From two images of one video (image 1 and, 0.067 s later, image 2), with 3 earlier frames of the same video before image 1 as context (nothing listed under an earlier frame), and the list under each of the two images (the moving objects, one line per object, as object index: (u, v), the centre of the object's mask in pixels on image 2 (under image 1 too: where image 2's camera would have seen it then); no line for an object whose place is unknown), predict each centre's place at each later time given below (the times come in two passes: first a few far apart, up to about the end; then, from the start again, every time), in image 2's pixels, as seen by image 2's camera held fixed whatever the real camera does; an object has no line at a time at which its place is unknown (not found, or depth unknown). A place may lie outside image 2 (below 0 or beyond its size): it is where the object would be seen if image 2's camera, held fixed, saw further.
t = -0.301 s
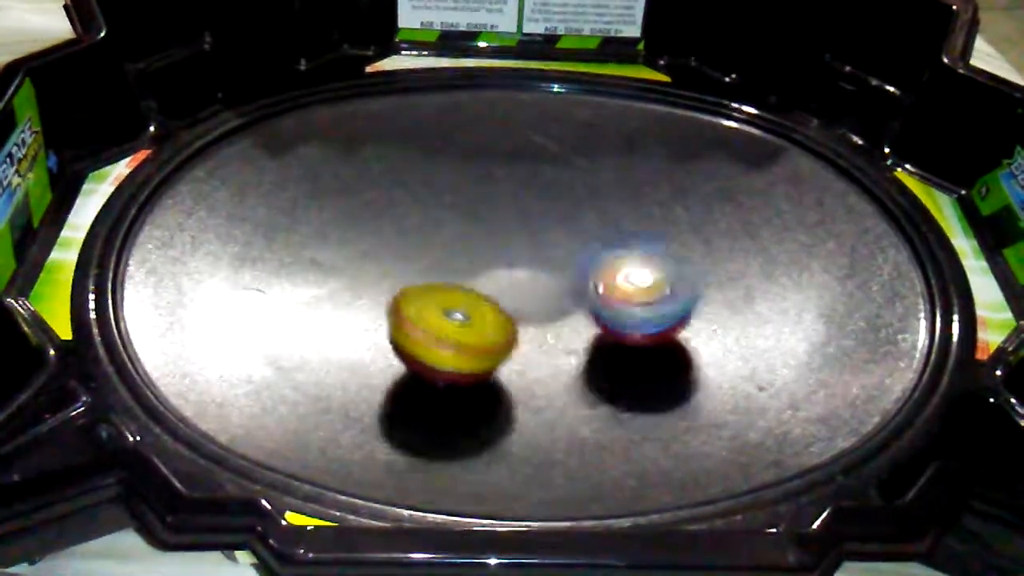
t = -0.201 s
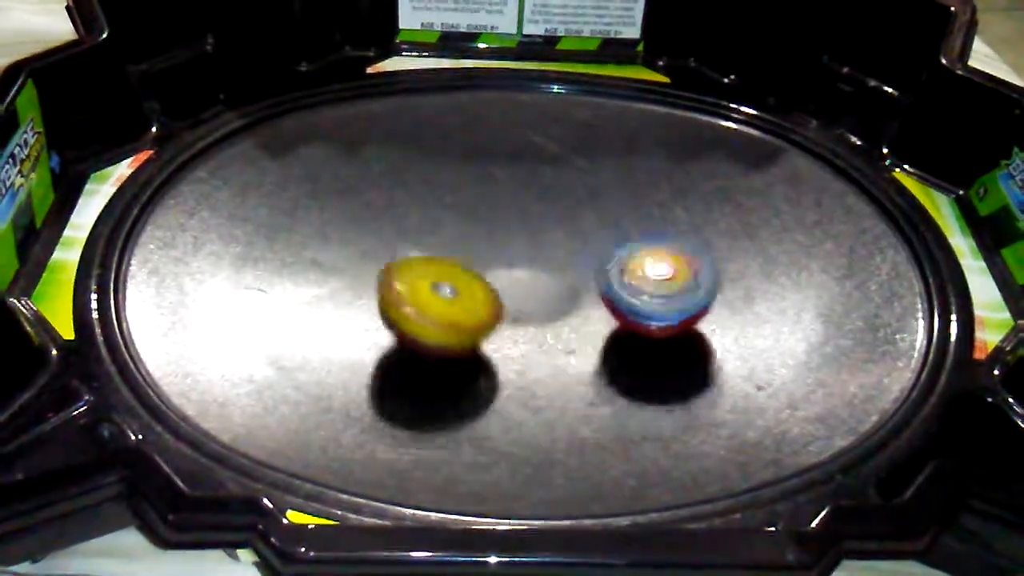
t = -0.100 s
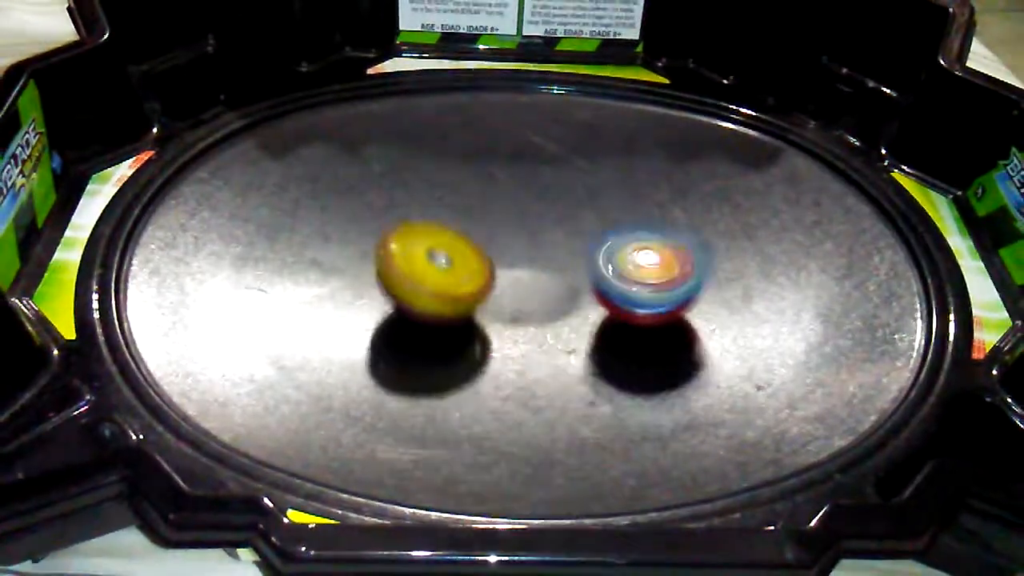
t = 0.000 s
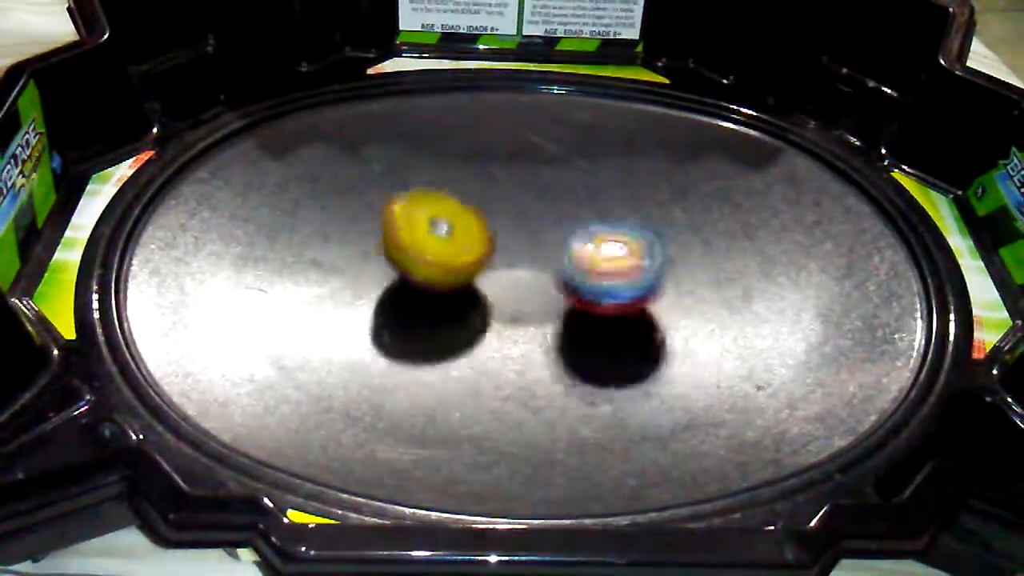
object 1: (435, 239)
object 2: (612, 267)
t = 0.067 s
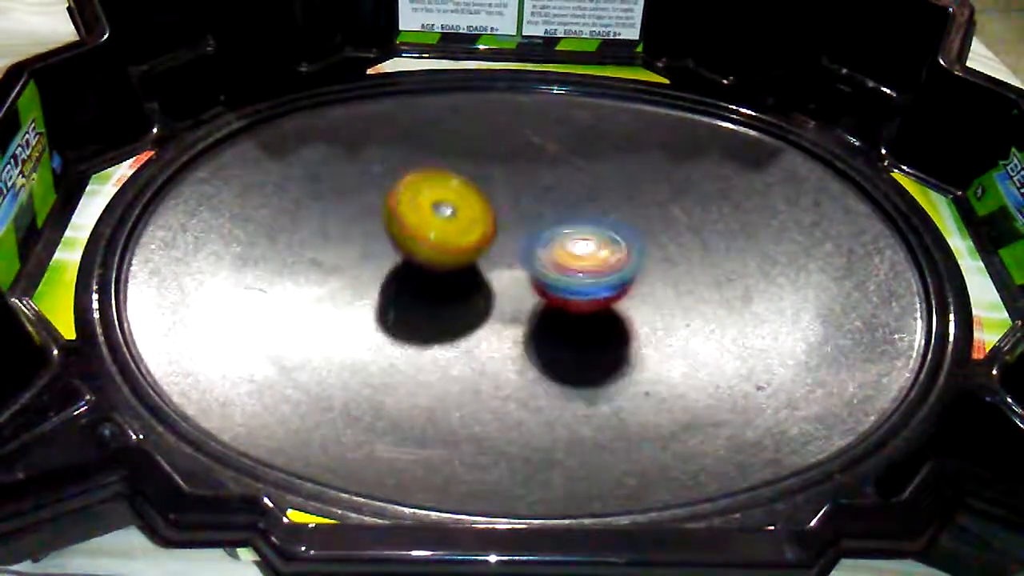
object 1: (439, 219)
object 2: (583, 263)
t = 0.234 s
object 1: (457, 189)
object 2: (512, 270)
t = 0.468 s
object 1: (497, 188)
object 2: (443, 299)
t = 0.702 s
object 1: (555, 249)
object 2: (416, 316)
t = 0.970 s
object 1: (625, 341)
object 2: (458, 281)
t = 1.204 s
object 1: (610, 359)
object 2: (489, 233)
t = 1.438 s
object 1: (543, 324)
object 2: (490, 210)
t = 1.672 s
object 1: (467, 267)
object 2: (500, 181)
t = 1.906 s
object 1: (406, 238)
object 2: (562, 175)
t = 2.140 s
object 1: (414, 227)
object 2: (592, 258)
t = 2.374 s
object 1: (451, 250)
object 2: (599, 333)
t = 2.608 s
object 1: (477, 272)
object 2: (559, 371)
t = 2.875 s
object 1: (470, 273)
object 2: (553, 345)
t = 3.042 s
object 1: (472, 262)
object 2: (581, 327)
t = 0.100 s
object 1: (442, 211)
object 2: (570, 265)
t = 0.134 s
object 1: (446, 205)
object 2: (555, 267)
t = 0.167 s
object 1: (449, 199)
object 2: (542, 265)
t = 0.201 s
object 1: (453, 195)
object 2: (531, 267)
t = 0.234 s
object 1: (457, 189)
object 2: (512, 270)
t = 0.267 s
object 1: (462, 183)
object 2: (501, 276)
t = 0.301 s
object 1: (469, 180)
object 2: (487, 279)
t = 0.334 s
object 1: (474, 180)
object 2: (479, 284)
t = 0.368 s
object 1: (479, 180)
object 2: (473, 287)
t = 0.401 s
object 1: (486, 182)
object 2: (464, 292)
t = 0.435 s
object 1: (491, 186)
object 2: (454, 295)
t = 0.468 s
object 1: (497, 188)
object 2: (443, 299)
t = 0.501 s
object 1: (505, 194)
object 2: (435, 304)
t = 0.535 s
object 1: (511, 200)
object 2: (425, 310)
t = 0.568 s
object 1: (520, 208)
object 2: (419, 313)
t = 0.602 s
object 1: (528, 217)
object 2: (415, 315)
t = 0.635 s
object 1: (536, 227)
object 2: (414, 316)
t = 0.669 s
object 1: (545, 238)
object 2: (416, 318)
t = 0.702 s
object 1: (555, 249)
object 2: (416, 316)
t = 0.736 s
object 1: (567, 264)
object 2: (419, 315)
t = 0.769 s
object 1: (580, 278)
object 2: (423, 315)
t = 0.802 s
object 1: (590, 291)
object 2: (428, 312)
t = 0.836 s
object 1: (598, 303)
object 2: (434, 310)
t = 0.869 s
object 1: (607, 313)
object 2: (442, 302)
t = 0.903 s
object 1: (614, 323)
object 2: (449, 297)
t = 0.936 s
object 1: (621, 333)
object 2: (452, 290)
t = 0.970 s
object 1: (625, 341)
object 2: (458, 281)
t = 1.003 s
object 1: (627, 346)
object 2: (463, 277)
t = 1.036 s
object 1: (628, 352)
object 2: (470, 268)
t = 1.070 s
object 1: (628, 355)
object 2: (475, 260)
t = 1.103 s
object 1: (625, 358)
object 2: (477, 254)
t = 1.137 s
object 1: (621, 360)
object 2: (479, 246)
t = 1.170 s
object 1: (617, 360)
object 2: (484, 239)
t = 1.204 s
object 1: (610, 359)
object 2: (489, 233)
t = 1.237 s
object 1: (604, 359)
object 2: (493, 226)
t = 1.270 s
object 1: (597, 356)
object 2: (494, 220)
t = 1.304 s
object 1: (589, 353)
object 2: (494, 214)
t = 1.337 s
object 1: (579, 348)
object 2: (494, 211)
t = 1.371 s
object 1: (568, 341)
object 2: (493, 209)
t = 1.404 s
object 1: (556, 333)
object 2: (491, 208)
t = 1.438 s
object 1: (543, 324)
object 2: (490, 210)
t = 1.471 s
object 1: (530, 311)
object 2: (491, 210)
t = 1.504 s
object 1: (517, 300)
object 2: (490, 213)
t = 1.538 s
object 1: (503, 293)
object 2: (491, 208)
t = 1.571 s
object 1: (493, 287)
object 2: (496, 200)
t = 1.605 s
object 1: (483, 281)
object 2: (498, 194)
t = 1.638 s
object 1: (474, 273)
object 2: (498, 189)
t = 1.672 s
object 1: (467, 267)
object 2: (500, 181)
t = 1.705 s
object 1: (459, 259)
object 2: (506, 182)
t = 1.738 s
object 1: (452, 252)
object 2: (509, 179)
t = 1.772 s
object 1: (436, 249)
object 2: (524, 173)
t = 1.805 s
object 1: (421, 248)
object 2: (539, 168)
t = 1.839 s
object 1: (413, 245)
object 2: (550, 166)
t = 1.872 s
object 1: (409, 241)
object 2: (558, 169)
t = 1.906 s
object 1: (406, 238)
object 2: (562, 175)
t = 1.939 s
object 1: (404, 236)
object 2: (566, 181)
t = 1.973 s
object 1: (404, 233)
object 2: (572, 186)
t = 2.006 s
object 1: (404, 231)
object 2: (577, 198)
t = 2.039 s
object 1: (405, 229)
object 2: (581, 213)
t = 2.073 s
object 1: (407, 228)
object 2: (585, 228)
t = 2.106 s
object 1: (410, 227)
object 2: (590, 247)
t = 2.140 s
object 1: (414, 227)
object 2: (592, 258)
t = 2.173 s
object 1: (418, 228)
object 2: (595, 275)
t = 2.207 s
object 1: (422, 229)
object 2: (602, 290)
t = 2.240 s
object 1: (427, 231)
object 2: (600, 297)
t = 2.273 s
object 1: (431, 234)
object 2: (601, 310)
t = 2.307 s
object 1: (436, 238)
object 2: (601, 326)
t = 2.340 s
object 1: (444, 243)
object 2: (598, 333)
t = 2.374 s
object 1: (451, 250)
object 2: (599, 333)
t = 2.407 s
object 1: (460, 257)
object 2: (591, 340)
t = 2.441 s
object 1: (467, 266)
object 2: (587, 345)
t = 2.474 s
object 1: (475, 273)
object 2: (575, 343)
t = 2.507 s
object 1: (479, 279)
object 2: (571, 345)
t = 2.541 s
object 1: (479, 277)
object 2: (566, 349)
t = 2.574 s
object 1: (478, 273)
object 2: (562, 361)
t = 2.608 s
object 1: (477, 272)
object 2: (559, 371)
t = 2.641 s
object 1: (476, 273)
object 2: (559, 374)
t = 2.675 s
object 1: (474, 274)
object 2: (559, 374)
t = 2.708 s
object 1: (473, 274)
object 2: (556, 374)
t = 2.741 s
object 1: (473, 275)
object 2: (550, 370)
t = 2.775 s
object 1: (472, 276)
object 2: (548, 362)
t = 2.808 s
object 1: (471, 276)
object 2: (548, 355)
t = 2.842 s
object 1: (471, 274)
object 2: (550, 349)
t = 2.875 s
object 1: (470, 273)
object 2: (553, 345)
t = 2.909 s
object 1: (470, 271)
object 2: (559, 341)
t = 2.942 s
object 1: (469, 269)
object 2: (565, 336)
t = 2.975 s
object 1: (470, 266)
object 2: (571, 333)
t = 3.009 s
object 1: (471, 265)
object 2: (577, 329)
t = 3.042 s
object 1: (472, 262)
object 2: (581, 327)
